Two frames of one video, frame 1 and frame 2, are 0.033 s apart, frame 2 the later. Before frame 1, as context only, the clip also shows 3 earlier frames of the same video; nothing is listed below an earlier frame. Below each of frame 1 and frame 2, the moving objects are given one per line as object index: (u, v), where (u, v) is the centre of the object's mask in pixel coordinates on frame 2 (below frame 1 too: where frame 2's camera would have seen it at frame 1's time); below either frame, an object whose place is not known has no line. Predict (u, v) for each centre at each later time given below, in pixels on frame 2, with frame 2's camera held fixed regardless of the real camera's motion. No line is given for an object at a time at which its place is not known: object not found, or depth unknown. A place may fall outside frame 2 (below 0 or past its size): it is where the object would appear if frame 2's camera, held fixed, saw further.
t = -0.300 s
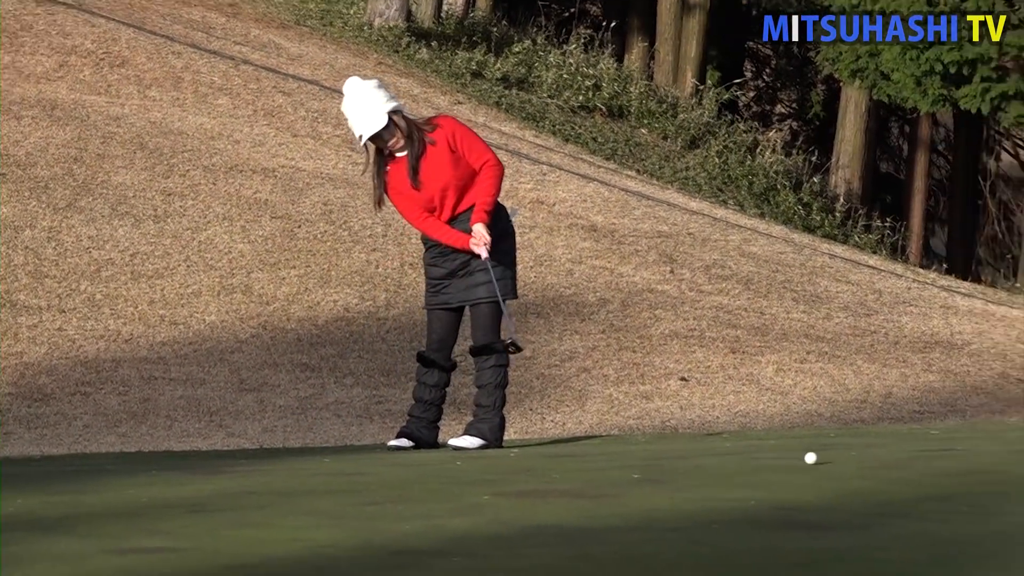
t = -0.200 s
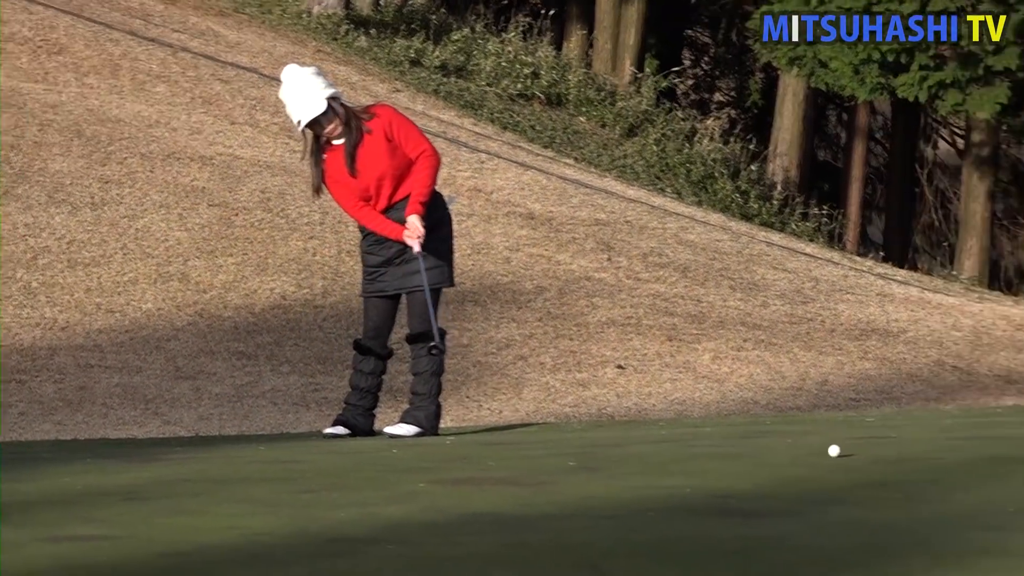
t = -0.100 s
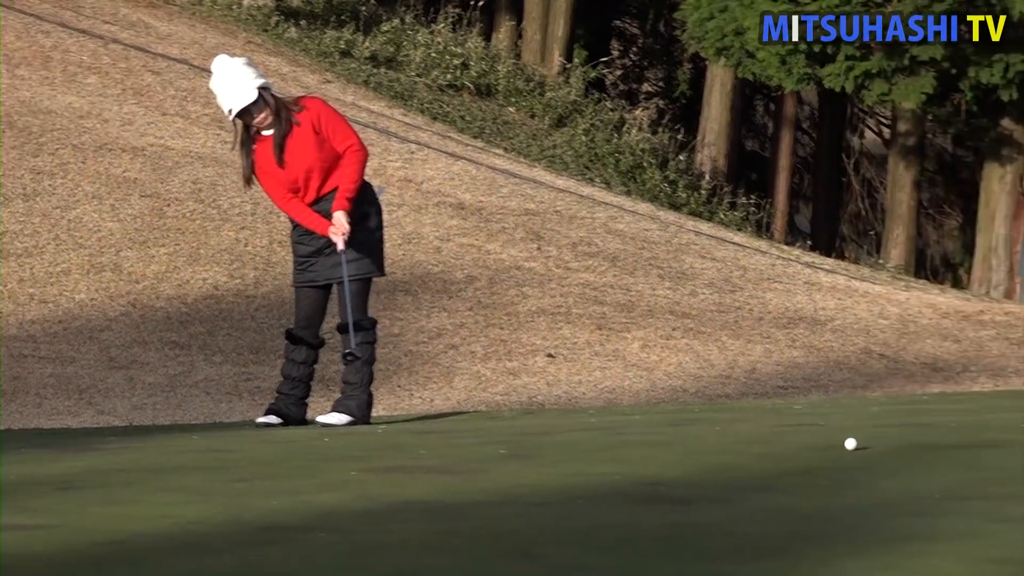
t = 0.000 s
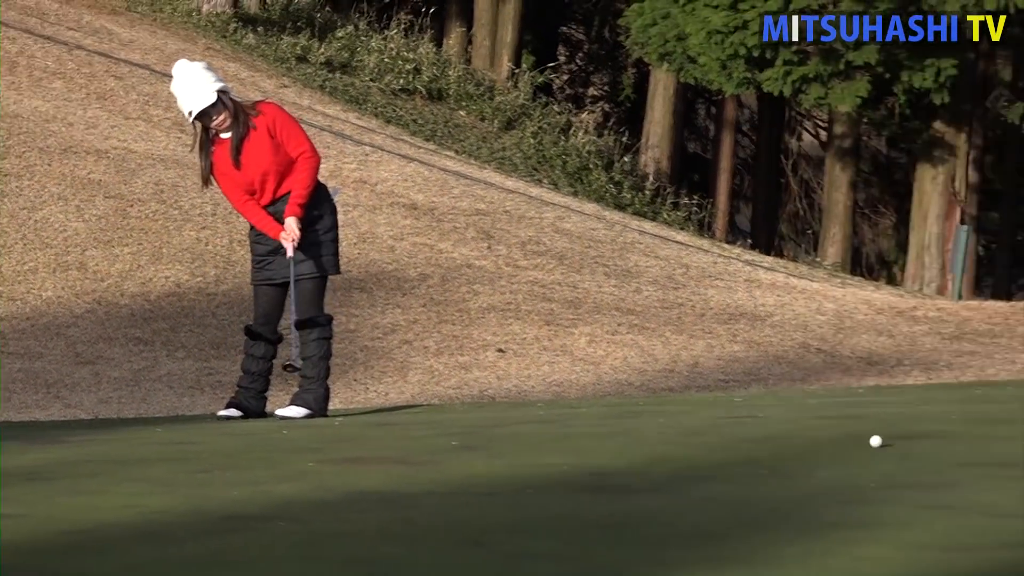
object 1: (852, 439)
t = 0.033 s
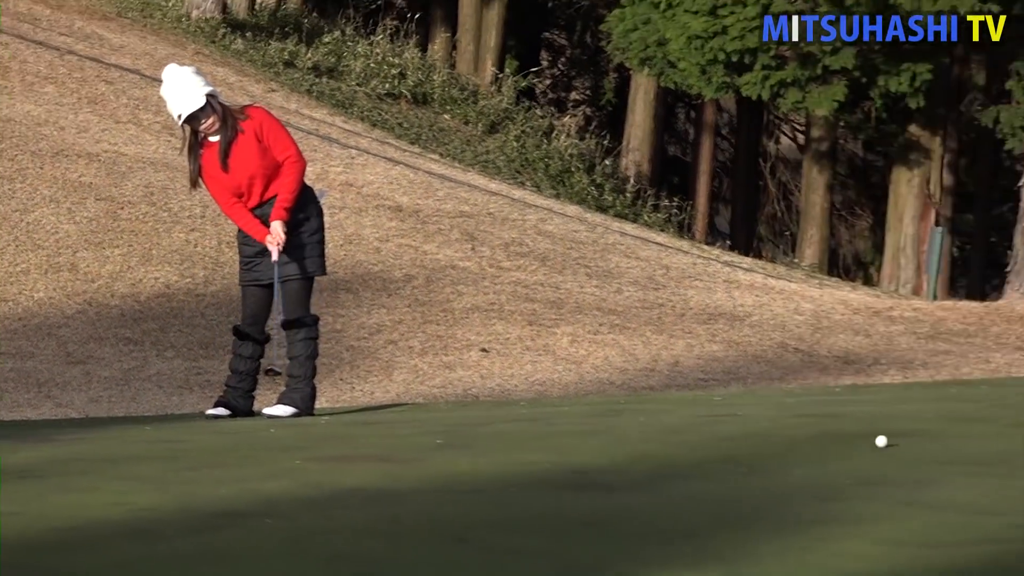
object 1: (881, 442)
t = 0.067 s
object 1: (910, 444)
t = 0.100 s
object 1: (940, 446)
